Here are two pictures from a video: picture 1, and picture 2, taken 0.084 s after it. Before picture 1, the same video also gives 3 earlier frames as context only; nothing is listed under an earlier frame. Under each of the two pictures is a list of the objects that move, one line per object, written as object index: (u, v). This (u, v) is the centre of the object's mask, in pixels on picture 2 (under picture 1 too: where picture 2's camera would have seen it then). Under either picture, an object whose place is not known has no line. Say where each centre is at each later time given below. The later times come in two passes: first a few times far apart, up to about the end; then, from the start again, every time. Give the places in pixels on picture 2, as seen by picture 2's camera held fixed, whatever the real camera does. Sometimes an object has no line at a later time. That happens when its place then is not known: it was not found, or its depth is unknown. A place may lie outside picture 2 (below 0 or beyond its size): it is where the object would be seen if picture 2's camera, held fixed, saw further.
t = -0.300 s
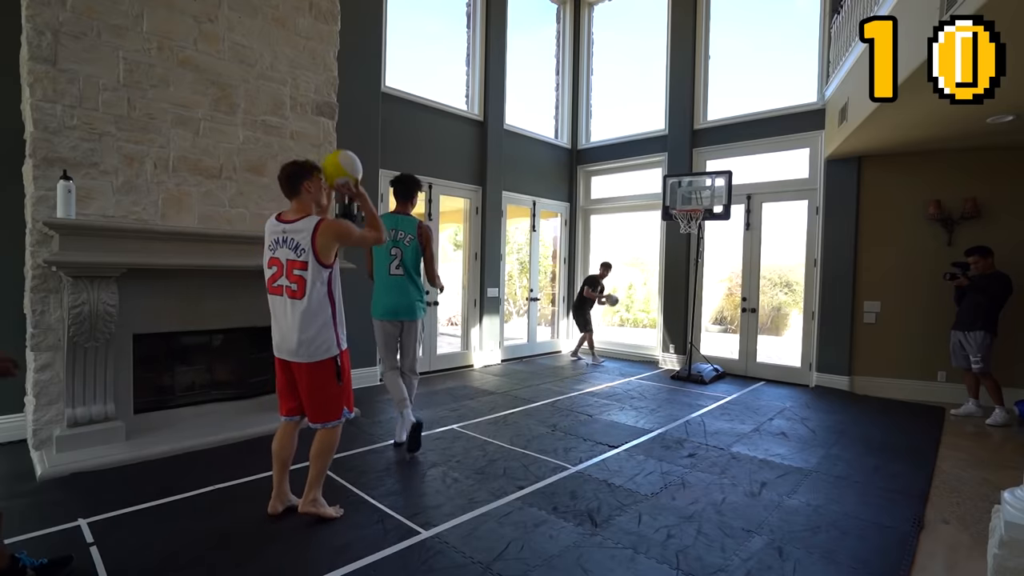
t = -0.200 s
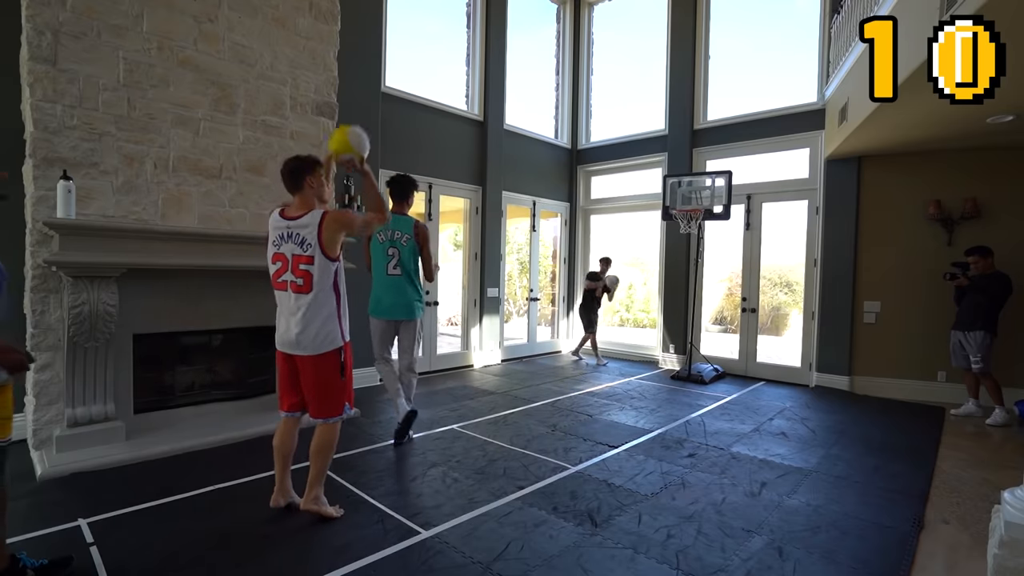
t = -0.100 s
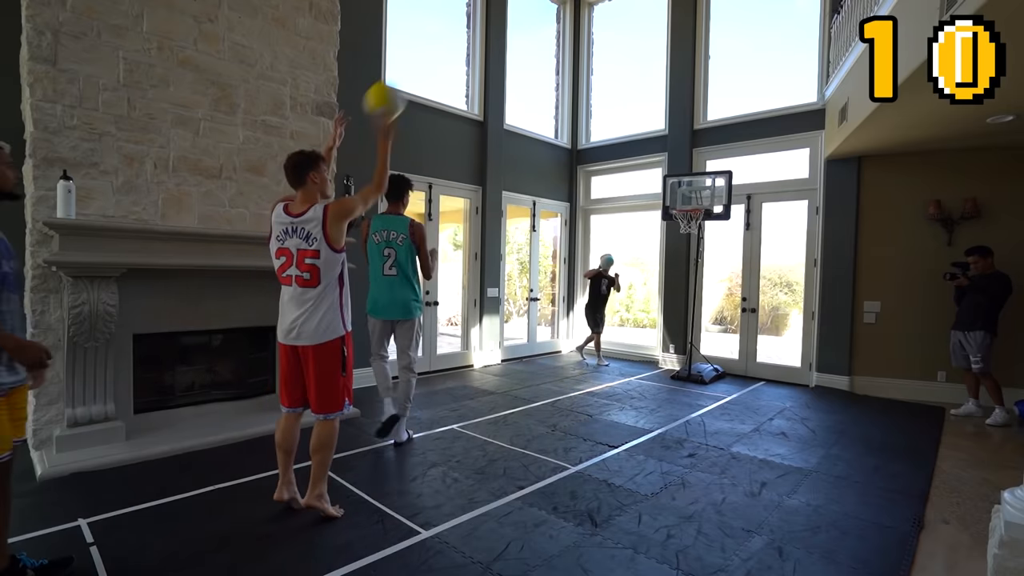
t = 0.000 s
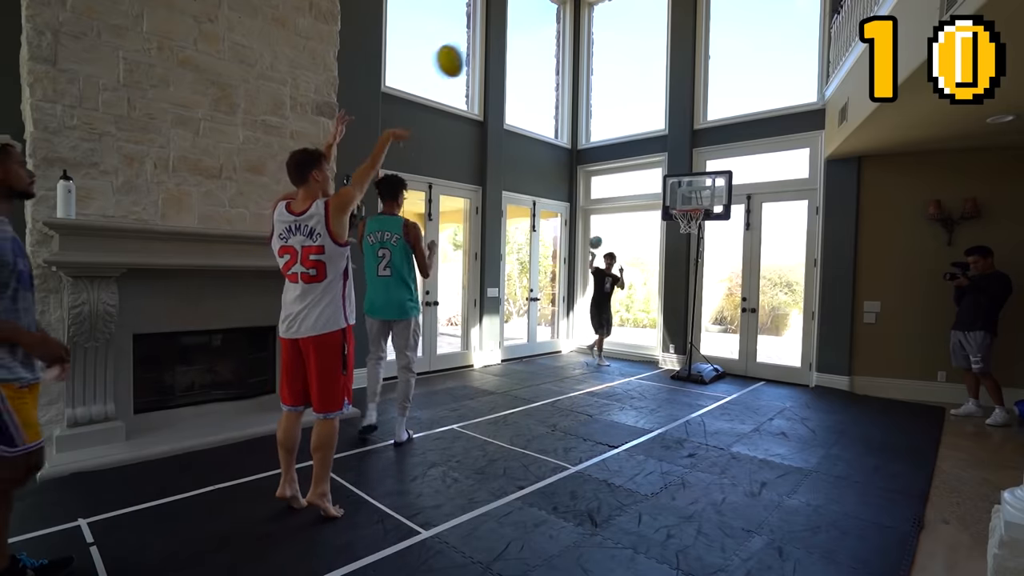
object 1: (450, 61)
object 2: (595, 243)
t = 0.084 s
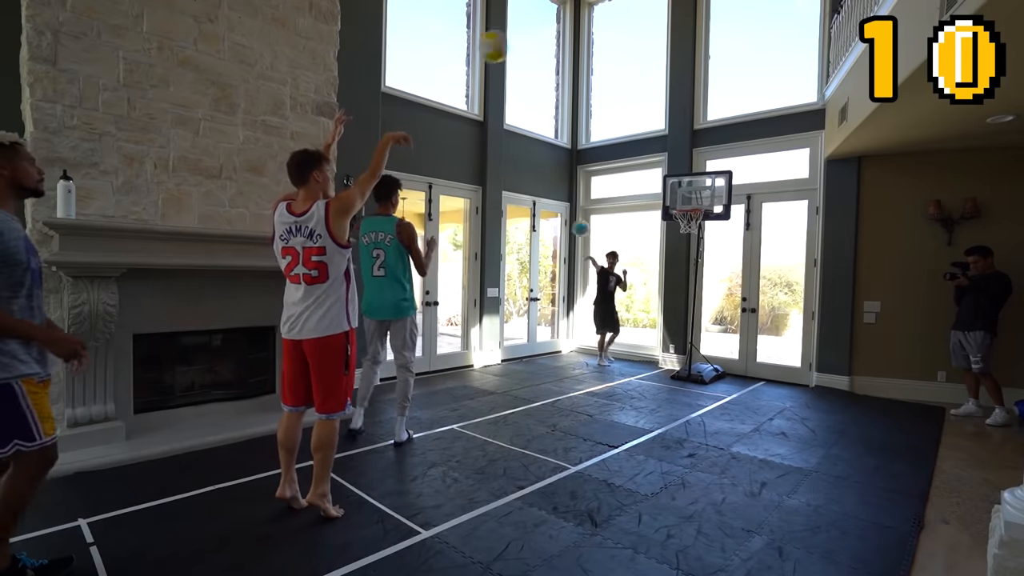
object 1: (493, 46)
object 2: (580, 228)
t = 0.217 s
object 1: (549, 45)
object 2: (555, 215)
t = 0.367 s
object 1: (597, 67)
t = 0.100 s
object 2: (578, 226)
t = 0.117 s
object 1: (507, 44)
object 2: (575, 224)
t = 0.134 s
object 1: (515, 43)
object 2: (572, 222)
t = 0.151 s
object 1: (524, 43)
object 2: (568, 220)
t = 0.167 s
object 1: (530, 43)
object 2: (566, 219)
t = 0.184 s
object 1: (537, 43)
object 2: (562, 217)
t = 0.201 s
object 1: (543, 44)
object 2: (558, 216)
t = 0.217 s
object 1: (549, 45)
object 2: (555, 215)
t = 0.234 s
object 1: (555, 47)
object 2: (551, 214)
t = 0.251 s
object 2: (547, 214)
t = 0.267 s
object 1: (567, 51)
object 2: (544, 213)
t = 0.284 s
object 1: (572, 53)
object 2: (541, 213)
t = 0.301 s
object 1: (577, 55)
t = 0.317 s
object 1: (581, 57)
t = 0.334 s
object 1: (586, 60)
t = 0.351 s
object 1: (591, 64)
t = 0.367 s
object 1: (597, 67)
